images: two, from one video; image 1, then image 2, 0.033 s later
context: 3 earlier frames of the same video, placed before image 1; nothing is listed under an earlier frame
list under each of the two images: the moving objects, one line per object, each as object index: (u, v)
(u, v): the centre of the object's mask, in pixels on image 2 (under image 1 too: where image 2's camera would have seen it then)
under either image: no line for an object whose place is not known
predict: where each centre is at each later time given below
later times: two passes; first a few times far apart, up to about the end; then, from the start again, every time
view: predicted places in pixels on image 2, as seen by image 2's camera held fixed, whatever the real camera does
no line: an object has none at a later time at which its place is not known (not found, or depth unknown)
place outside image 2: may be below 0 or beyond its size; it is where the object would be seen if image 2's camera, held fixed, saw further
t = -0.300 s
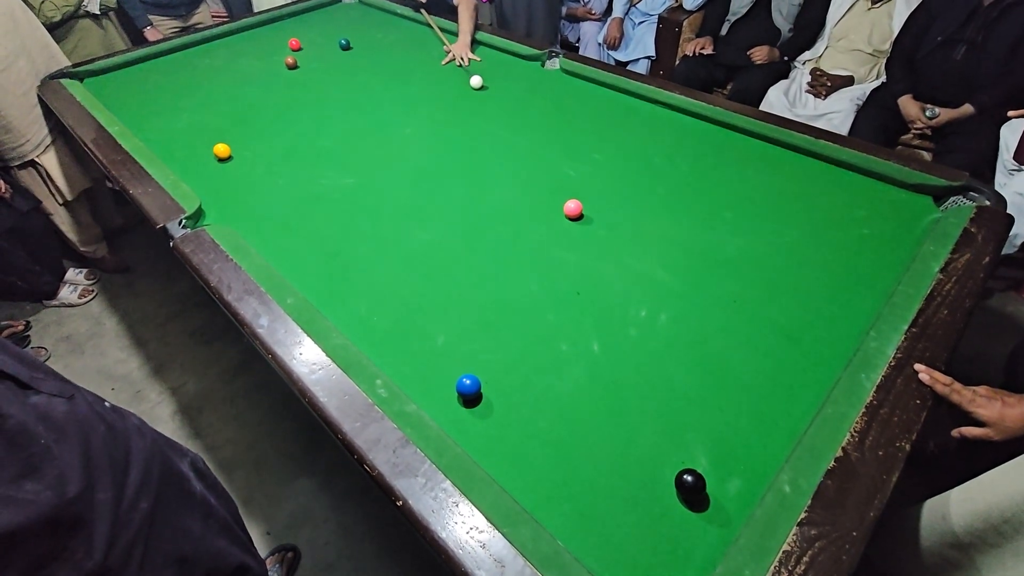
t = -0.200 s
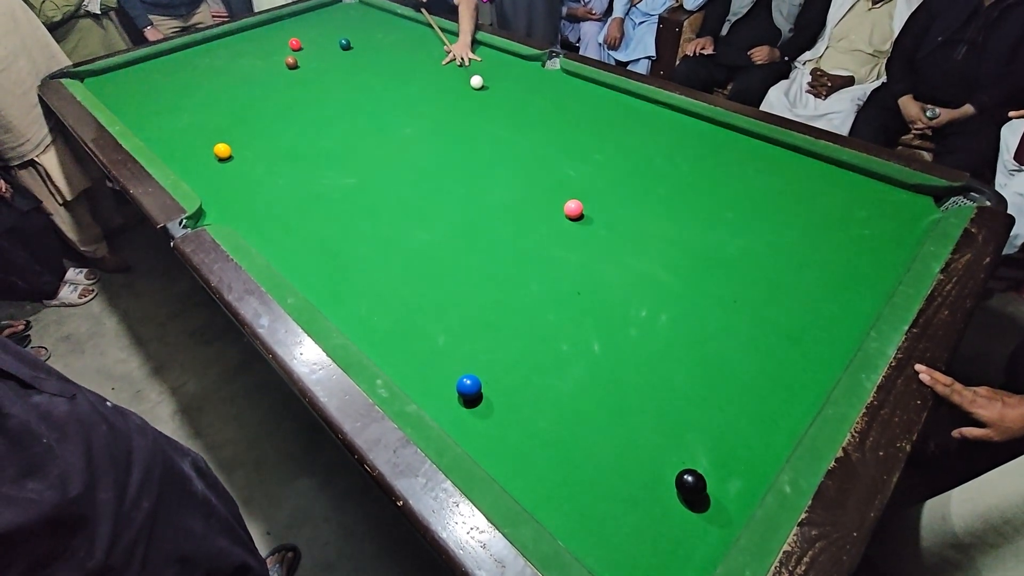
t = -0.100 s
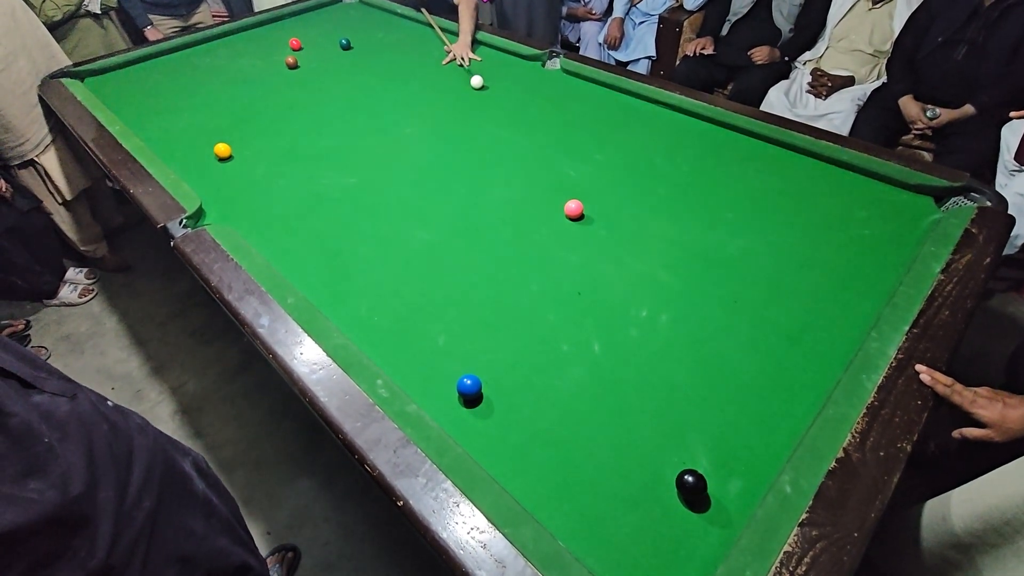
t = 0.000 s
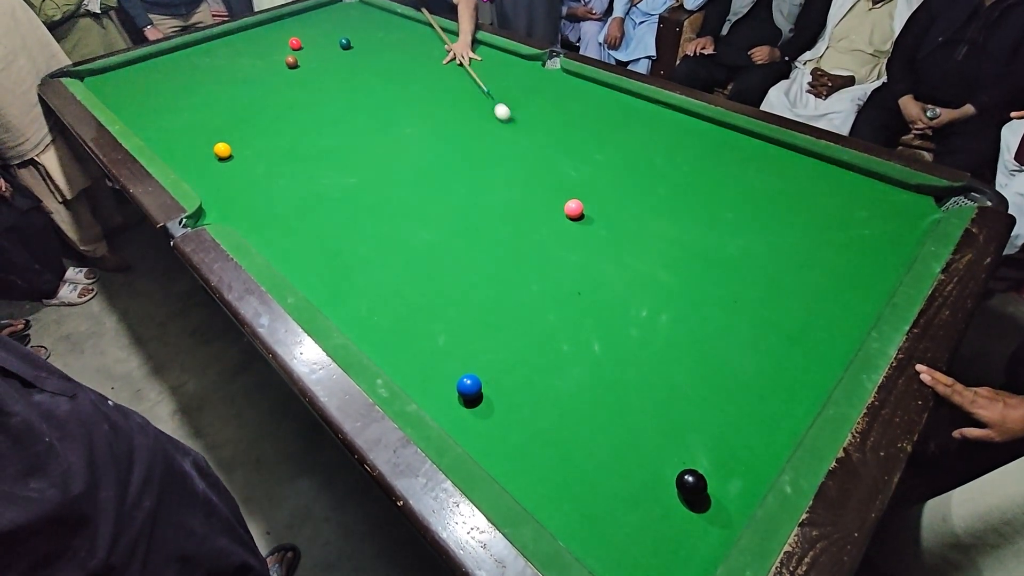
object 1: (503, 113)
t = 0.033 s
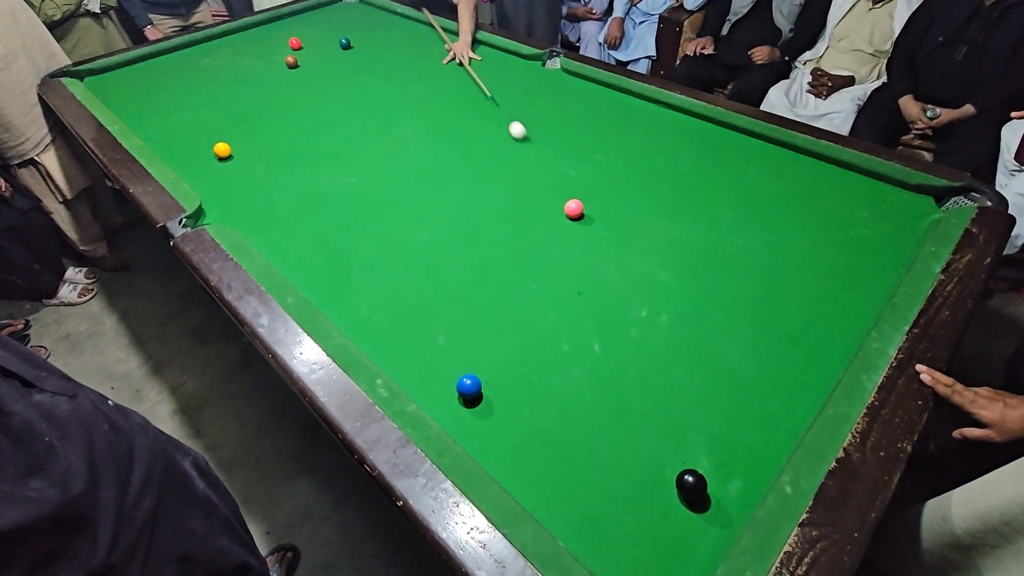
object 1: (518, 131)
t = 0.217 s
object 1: (612, 198)
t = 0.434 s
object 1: (714, 215)
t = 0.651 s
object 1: (826, 239)
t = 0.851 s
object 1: (881, 242)
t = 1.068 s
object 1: (818, 201)
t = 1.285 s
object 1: (767, 169)
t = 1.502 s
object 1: (725, 142)
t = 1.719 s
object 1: (689, 120)
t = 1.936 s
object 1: (656, 106)
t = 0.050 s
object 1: (526, 141)
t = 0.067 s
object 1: (535, 151)
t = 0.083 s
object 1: (543, 162)
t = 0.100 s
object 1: (553, 174)
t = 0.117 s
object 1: (562, 185)
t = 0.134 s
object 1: (571, 194)
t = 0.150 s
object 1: (580, 197)
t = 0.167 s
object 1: (588, 197)
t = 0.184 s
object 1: (596, 198)
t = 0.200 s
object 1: (604, 198)
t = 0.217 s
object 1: (612, 198)
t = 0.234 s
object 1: (620, 199)
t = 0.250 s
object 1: (627, 199)
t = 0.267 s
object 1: (635, 200)
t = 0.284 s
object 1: (643, 201)
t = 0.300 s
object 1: (651, 202)
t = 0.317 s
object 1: (658, 203)
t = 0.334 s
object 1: (666, 205)
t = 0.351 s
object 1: (674, 206)
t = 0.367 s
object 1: (682, 208)
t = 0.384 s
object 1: (690, 209)
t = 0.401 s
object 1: (698, 211)
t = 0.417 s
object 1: (706, 213)
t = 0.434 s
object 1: (714, 215)
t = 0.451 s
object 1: (722, 216)
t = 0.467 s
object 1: (731, 218)
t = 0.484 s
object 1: (739, 220)
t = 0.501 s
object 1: (747, 222)
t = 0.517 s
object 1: (756, 223)
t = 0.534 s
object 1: (765, 225)
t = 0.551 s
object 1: (773, 227)
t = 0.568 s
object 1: (782, 229)
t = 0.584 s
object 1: (791, 231)
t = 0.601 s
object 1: (800, 233)
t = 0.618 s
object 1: (808, 235)
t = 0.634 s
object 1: (817, 237)
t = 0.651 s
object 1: (826, 239)
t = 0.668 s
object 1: (836, 241)
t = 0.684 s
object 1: (845, 243)
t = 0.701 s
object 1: (854, 245)
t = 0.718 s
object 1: (863, 247)
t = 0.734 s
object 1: (873, 249)
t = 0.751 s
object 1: (882, 251)
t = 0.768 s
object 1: (892, 253)
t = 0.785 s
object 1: (901, 255)
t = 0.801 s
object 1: (900, 253)
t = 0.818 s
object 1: (893, 249)
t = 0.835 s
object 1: (887, 245)
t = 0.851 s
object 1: (881, 242)
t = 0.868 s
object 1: (876, 238)
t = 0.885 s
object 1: (871, 235)
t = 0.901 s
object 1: (865, 231)
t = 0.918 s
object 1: (860, 228)
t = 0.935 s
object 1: (855, 225)
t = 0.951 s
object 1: (850, 222)
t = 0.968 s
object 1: (845, 219)
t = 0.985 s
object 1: (841, 216)
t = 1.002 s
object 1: (836, 213)
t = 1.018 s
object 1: (832, 210)
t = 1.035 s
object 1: (827, 207)
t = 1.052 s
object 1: (822, 204)
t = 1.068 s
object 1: (818, 201)
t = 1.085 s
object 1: (814, 199)
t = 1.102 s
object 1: (809, 196)
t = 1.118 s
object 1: (805, 193)
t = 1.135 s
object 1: (801, 190)
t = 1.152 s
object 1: (797, 188)
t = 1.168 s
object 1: (793, 185)
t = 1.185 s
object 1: (789, 183)
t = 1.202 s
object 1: (785, 180)
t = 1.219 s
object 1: (781, 178)
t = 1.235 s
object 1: (778, 176)
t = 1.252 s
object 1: (774, 173)
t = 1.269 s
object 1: (770, 171)
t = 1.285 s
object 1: (767, 169)
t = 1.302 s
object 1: (763, 166)
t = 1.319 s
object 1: (760, 164)
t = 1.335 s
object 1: (756, 162)
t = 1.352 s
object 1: (753, 160)
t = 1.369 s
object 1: (750, 158)
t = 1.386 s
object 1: (746, 156)
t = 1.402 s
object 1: (743, 154)
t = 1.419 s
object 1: (740, 152)
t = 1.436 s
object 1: (737, 150)
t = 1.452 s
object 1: (734, 148)
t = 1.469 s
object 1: (731, 146)
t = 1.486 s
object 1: (728, 144)
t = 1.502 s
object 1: (725, 142)
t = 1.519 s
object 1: (722, 140)
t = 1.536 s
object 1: (719, 138)
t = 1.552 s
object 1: (716, 137)
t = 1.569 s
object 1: (713, 135)
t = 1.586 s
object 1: (710, 133)
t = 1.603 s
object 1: (707, 131)
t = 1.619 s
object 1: (705, 130)
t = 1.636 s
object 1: (702, 128)
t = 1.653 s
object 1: (699, 127)
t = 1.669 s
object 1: (697, 125)
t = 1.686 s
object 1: (694, 123)
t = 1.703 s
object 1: (692, 122)
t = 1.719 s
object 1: (689, 120)
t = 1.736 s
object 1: (686, 118)
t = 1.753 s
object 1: (684, 117)
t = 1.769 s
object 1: (682, 115)
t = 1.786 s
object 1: (679, 114)
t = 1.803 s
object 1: (677, 112)
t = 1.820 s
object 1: (674, 111)
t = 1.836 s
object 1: (672, 109)
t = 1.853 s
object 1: (669, 109)
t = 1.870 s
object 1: (667, 108)
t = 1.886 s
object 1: (664, 107)
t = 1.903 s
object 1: (661, 107)
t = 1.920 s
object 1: (658, 106)
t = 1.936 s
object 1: (656, 106)
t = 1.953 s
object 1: (653, 106)
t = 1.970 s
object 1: (651, 104)
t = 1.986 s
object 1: (648, 104)
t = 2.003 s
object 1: (646, 104)
